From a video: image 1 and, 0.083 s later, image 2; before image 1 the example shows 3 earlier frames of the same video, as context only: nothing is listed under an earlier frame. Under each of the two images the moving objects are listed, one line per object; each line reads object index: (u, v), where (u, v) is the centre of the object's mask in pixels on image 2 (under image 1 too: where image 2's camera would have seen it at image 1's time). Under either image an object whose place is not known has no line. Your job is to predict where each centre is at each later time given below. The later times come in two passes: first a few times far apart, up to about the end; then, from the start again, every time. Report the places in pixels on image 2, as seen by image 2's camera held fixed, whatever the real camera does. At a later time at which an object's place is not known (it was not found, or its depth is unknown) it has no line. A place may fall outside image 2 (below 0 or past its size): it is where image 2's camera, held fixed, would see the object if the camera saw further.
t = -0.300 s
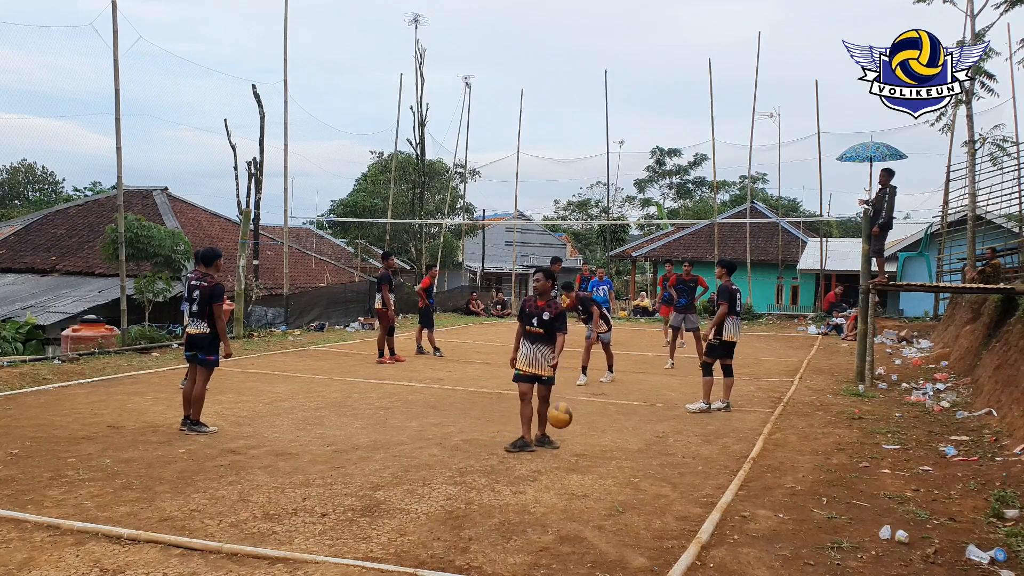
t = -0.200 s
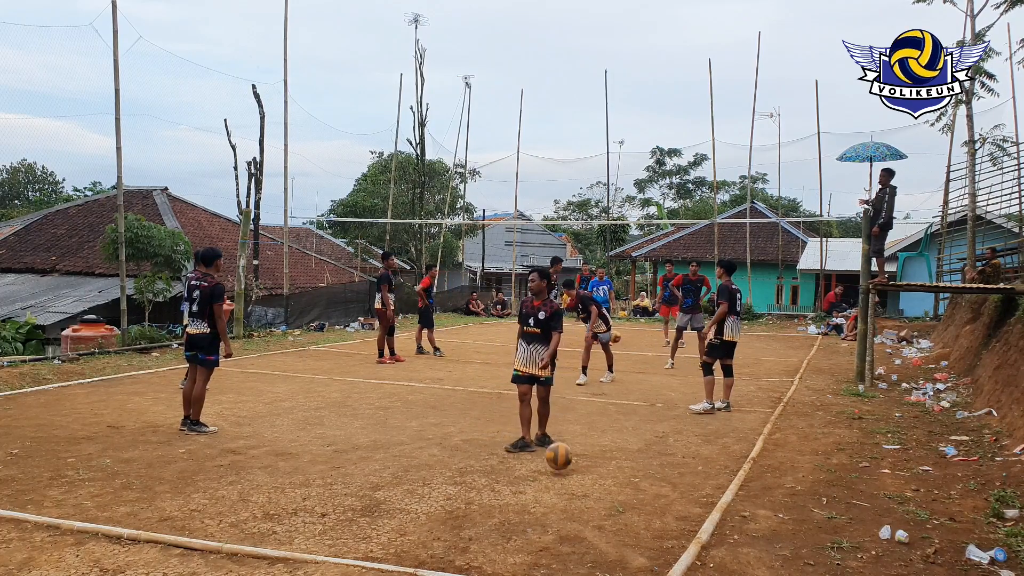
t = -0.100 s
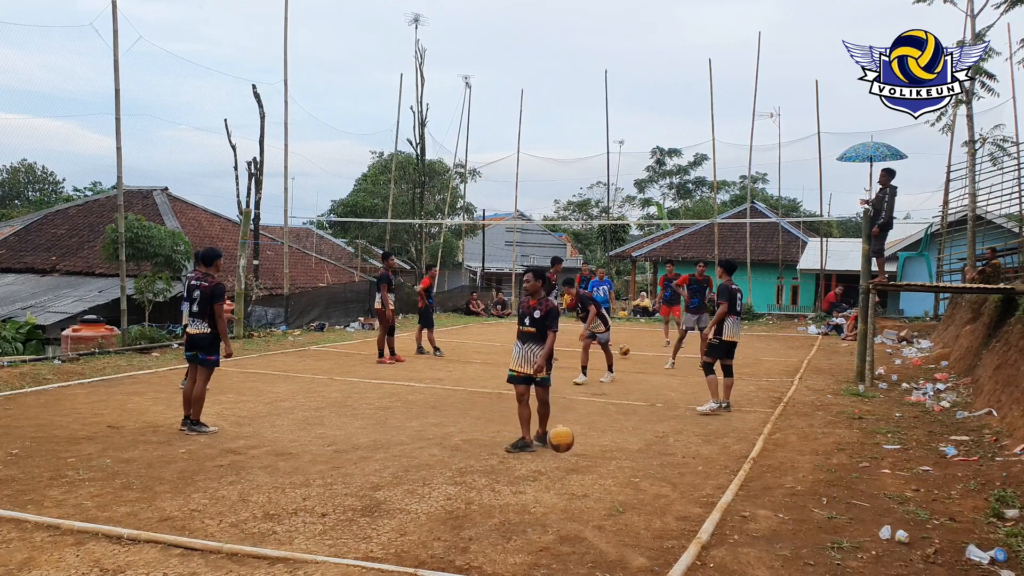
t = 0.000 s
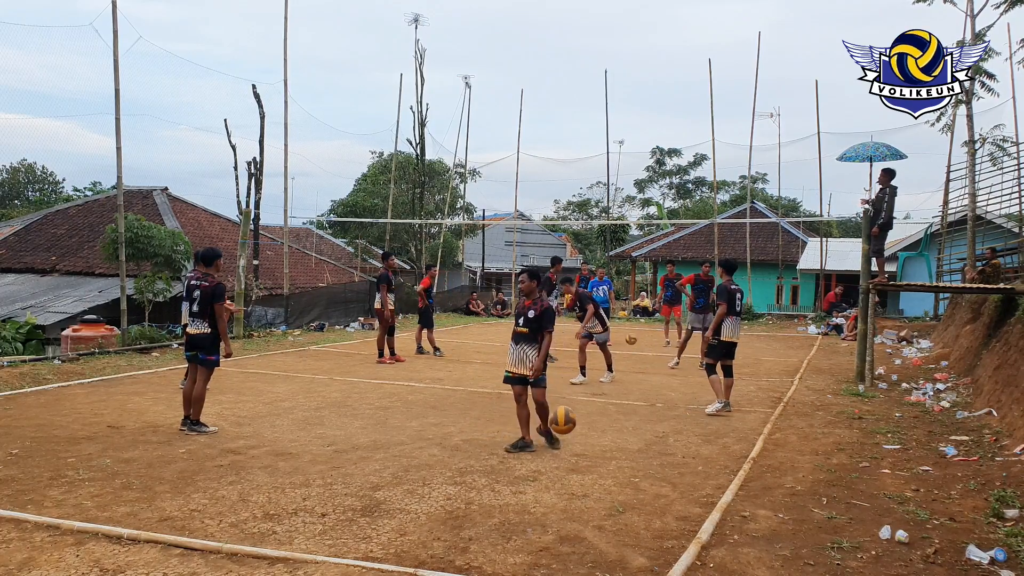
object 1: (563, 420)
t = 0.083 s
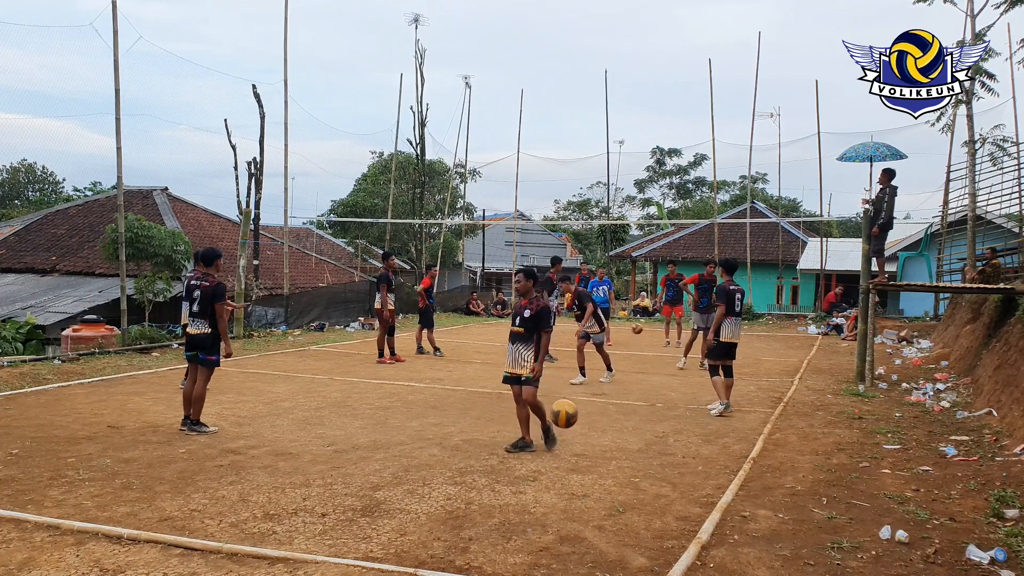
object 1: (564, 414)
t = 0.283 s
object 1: (567, 436)
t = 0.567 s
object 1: (564, 451)
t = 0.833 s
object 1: (555, 457)
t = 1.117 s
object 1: (540, 479)
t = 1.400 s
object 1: (519, 520)
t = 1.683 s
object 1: (504, 522)
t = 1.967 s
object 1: (473, 559)
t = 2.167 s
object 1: (440, 567)
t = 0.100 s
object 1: (565, 413)
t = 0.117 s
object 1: (565, 414)
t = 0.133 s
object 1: (565, 414)
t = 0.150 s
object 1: (565, 415)
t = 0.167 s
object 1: (565, 416)
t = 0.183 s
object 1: (566, 418)
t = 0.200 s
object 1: (566, 420)
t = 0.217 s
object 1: (566, 422)
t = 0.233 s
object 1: (566, 425)
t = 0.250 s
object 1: (566, 428)
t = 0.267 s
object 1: (567, 432)
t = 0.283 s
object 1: (567, 436)
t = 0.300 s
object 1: (567, 440)
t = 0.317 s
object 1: (568, 445)
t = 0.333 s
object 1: (568, 451)
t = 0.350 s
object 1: (567, 457)
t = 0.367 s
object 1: (567, 463)
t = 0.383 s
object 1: (568, 469)
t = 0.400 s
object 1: (568, 476)
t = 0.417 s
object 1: (568, 485)
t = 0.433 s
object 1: (568, 487)
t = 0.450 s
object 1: (568, 481)
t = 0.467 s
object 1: (567, 475)
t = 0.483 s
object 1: (567, 470)
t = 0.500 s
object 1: (566, 466)
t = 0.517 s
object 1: (566, 462)
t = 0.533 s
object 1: (565, 458)
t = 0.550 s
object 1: (565, 454)
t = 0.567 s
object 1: (564, 451)
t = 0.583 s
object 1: (564, 449)
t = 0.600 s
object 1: (563, 447)
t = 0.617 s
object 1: (563, 445)
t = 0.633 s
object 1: (562, 443)
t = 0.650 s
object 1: (562, 442)
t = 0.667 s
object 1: (561, 442)
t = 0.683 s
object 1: (560, 441)
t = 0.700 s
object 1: (560, 441)
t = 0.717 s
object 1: (560, 442)
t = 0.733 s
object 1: (559, 443)
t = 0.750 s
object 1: (558, 444)
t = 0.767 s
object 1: (558, 446)
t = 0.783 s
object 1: (557, 448)
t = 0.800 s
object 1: (556, 451)
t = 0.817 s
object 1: (555, 454)
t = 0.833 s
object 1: (555, 457)
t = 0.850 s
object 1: (554, 461)
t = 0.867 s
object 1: (553, 466)
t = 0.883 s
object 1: (553, 471)
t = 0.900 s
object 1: (552, 477)
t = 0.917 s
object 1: (551, 483)
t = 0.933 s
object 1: (550, 488)
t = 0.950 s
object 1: (549, 496)
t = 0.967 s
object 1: (548, 503)
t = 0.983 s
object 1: (548, 506)
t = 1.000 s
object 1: (547, 501)
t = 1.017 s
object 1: (546, 496)
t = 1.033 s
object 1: (545, 492)
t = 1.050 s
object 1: (544, 489)
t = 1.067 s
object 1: (543, 486)
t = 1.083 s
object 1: (542, 483)
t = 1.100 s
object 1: (541, 481)
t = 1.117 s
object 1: (540, 479)
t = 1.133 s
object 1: (538, 478)
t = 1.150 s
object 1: (537, 477)
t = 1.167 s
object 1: (536, 477)
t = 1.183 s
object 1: (535, 477)
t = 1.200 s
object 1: (534, 477)
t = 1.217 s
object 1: (532, 478)
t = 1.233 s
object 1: (531, 479)
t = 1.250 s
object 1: (530, 481)
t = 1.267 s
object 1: (529, 484)
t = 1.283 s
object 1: (528, 487)
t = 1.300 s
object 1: (526, 489)
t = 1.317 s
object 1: (525, 493)
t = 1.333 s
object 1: (524, 498)
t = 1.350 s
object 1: (522, 502)
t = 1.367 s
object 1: (521, 508)
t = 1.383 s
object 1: (520, 513)
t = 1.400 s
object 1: (519, 520)
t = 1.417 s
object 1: (517, 528)
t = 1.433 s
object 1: (515, 530)
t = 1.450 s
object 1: (515, 526)
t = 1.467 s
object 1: (514, 522)
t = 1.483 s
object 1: (514, 519)
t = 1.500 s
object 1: (513, 517)
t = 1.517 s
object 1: (512, 515)
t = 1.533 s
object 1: (511, 514)
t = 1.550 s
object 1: (511, 512)
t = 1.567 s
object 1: (510, 512)
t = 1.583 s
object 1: (510, 512)
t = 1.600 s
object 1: (508, 512)
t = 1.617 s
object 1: (507, 513)
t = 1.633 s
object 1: (506, 515)
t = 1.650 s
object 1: (505, 517)
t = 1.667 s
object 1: (505, 519)
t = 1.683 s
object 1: (504, 522)
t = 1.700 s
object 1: (503, 525)
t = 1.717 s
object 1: (502, 529)
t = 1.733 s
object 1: (501, 534)
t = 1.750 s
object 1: (500, 539)
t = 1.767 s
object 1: (498, 545)
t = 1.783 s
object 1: (498, 551)
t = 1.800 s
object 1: (496, 554)
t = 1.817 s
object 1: (494, 553)
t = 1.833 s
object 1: (491, 552)
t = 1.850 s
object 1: (489, 552)
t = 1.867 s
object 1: (487, 551)
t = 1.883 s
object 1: (484, 551)
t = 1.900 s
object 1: (482, 552)
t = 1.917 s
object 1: (480, 554)
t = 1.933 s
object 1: (477, 556)
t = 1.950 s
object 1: (475, 557)
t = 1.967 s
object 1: (473, 559)
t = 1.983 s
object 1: (471, 561)
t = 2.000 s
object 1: (467, 563)
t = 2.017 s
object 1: (464, 563)
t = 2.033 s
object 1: (462, 562)
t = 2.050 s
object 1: (459, 562)
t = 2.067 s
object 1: (456, 562)
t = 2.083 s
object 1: (454, 562)
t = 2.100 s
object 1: (451, 563)
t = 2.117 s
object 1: (448, 563)
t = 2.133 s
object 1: (446, 564)
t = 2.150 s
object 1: (443, 565)
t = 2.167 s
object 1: (440, 567)
